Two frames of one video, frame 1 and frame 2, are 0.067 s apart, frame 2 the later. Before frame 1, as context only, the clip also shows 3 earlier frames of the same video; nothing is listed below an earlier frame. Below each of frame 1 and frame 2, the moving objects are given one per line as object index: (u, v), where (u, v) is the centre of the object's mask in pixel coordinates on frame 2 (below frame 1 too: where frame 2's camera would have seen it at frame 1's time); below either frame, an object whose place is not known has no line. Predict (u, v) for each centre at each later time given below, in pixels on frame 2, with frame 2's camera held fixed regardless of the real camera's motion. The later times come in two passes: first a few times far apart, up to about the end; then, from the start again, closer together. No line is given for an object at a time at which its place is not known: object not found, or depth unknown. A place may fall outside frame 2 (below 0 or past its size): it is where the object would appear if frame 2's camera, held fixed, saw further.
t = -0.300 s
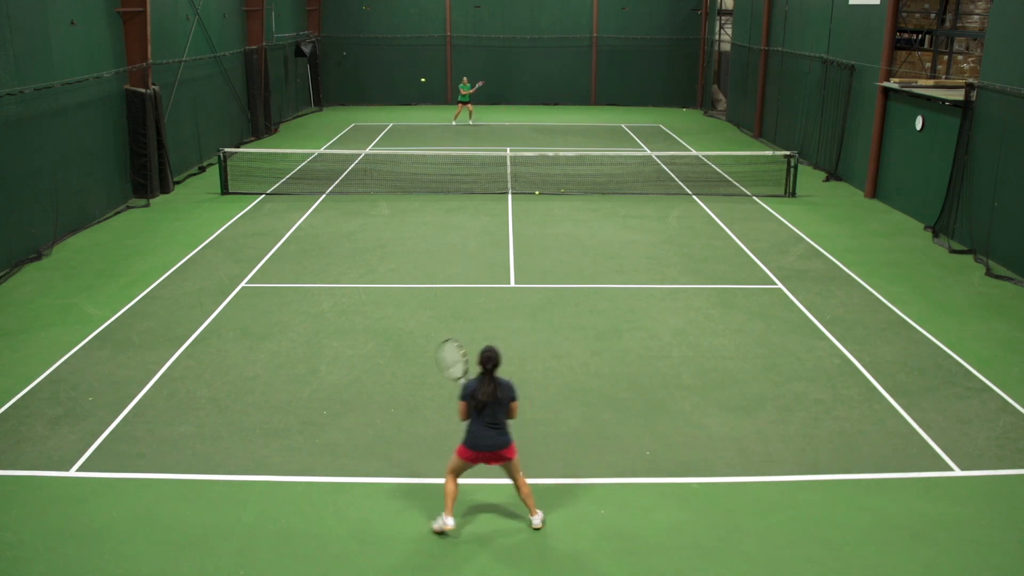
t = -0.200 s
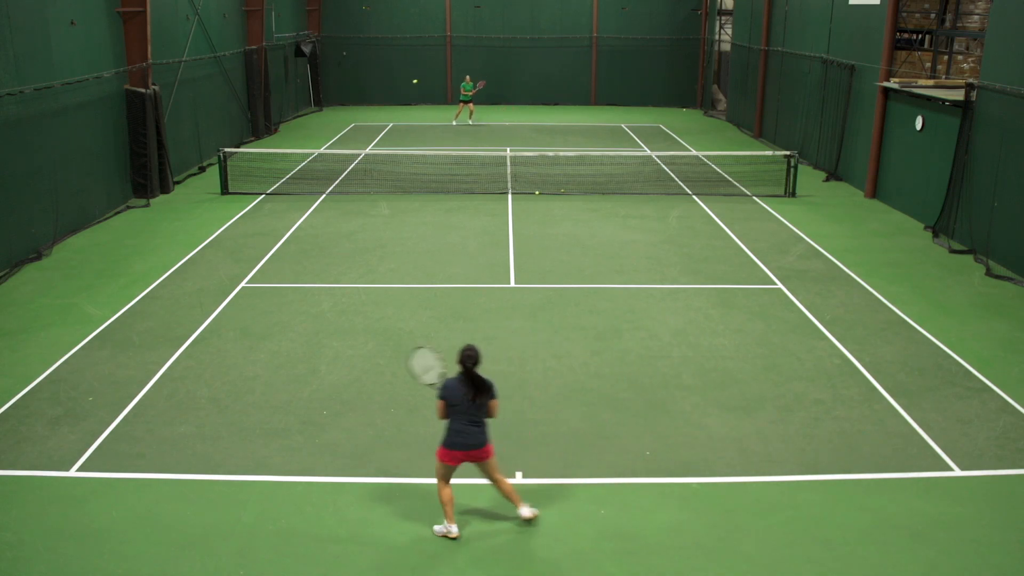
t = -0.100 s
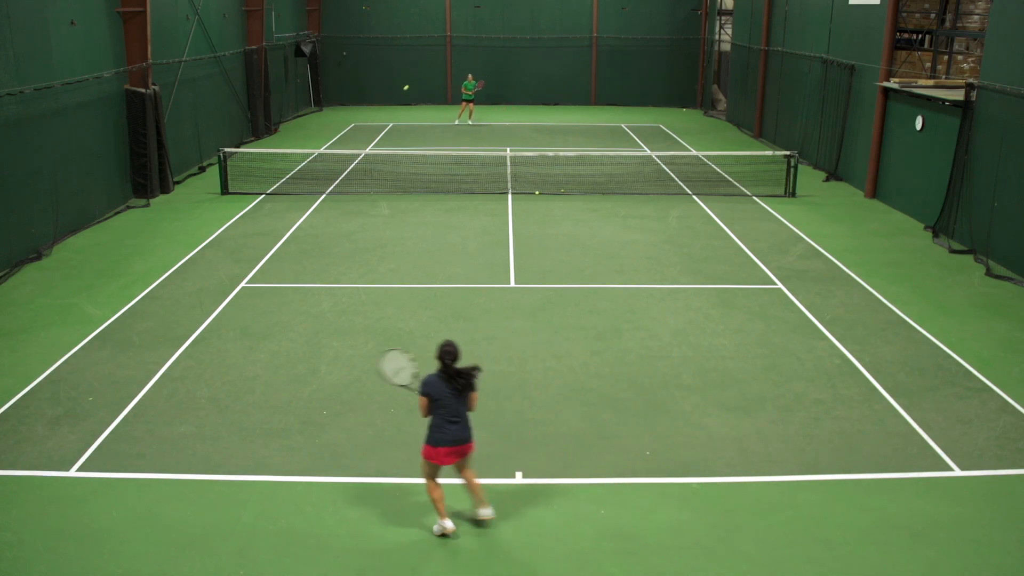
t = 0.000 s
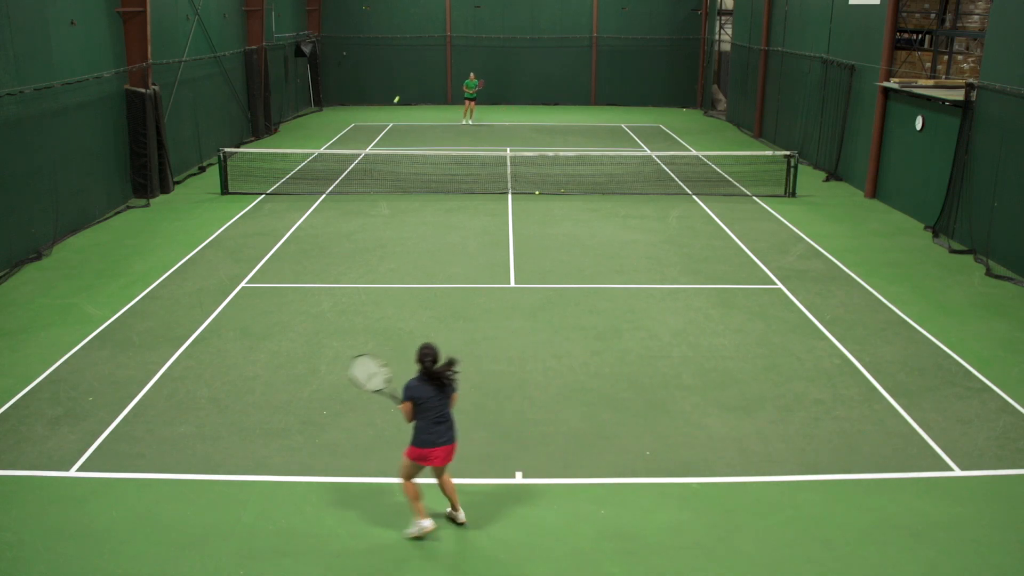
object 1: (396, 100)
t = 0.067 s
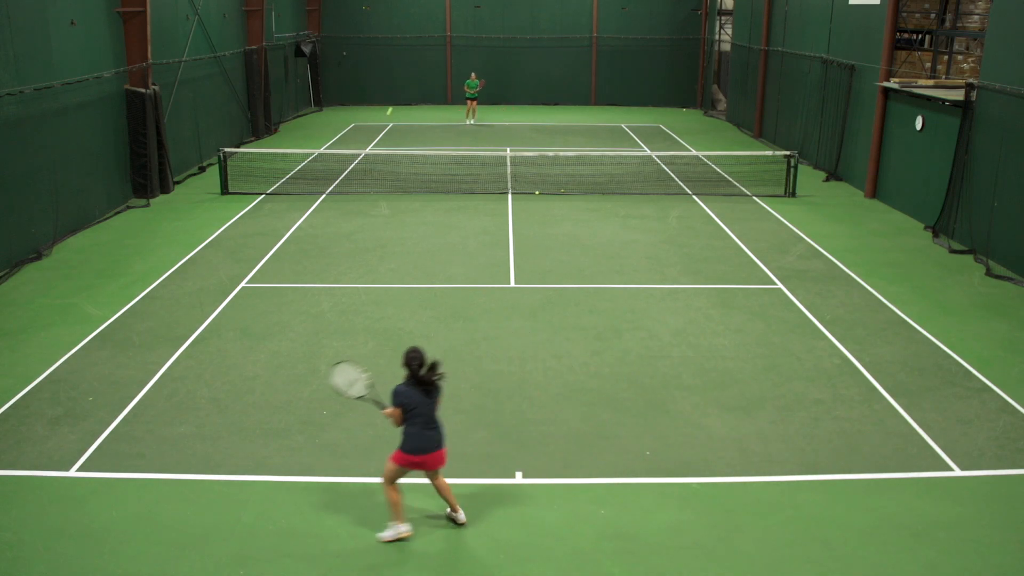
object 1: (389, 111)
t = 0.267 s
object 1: (365, 168)
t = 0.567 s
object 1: (322, 271)
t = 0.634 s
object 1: (312, 260)
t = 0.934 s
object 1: (259, 252)
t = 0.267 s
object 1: (365, 168)
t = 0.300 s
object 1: (361, 181)
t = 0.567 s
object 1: (322, 271)
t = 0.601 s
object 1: (317, 265)
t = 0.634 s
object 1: (312, 260)
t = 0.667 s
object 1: (307, 256)
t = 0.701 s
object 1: (302, 252)
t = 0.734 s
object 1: (296, 250)
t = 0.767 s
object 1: (291, 248)
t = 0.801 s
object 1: (285, 247)
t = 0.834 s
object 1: (279, 246)
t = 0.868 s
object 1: (272, 247)
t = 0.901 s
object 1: (266, 249)
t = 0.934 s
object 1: (259, 252)
